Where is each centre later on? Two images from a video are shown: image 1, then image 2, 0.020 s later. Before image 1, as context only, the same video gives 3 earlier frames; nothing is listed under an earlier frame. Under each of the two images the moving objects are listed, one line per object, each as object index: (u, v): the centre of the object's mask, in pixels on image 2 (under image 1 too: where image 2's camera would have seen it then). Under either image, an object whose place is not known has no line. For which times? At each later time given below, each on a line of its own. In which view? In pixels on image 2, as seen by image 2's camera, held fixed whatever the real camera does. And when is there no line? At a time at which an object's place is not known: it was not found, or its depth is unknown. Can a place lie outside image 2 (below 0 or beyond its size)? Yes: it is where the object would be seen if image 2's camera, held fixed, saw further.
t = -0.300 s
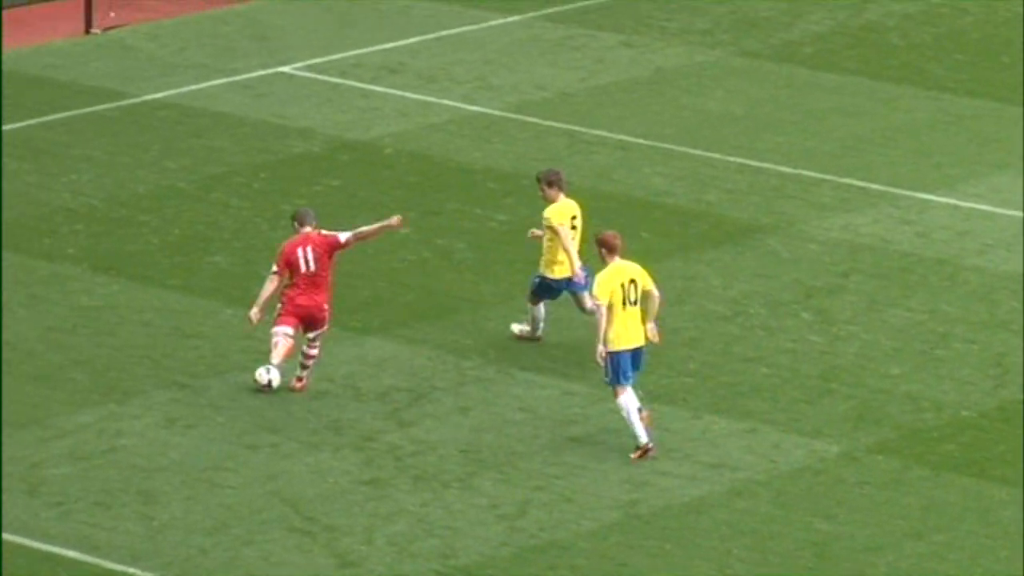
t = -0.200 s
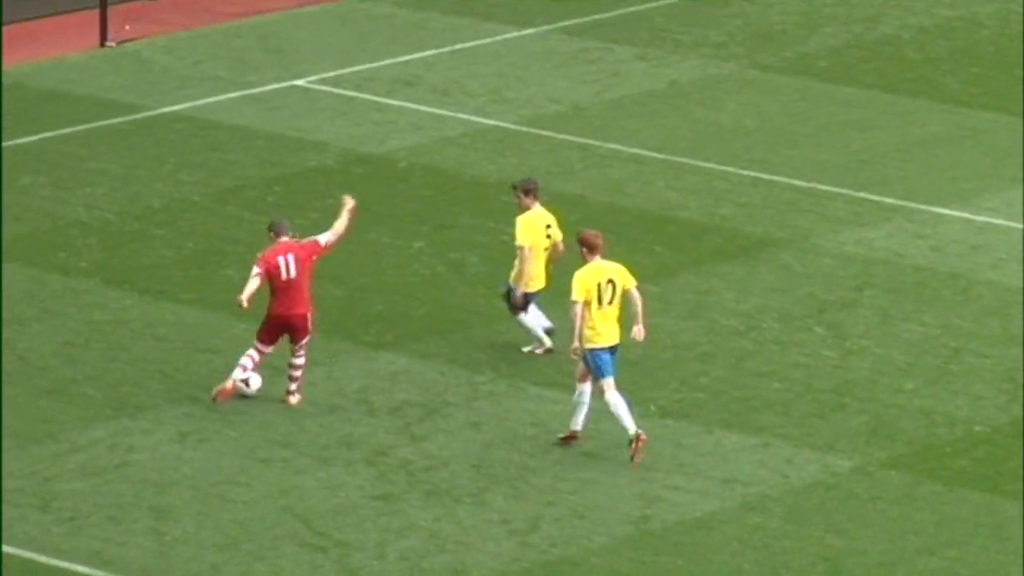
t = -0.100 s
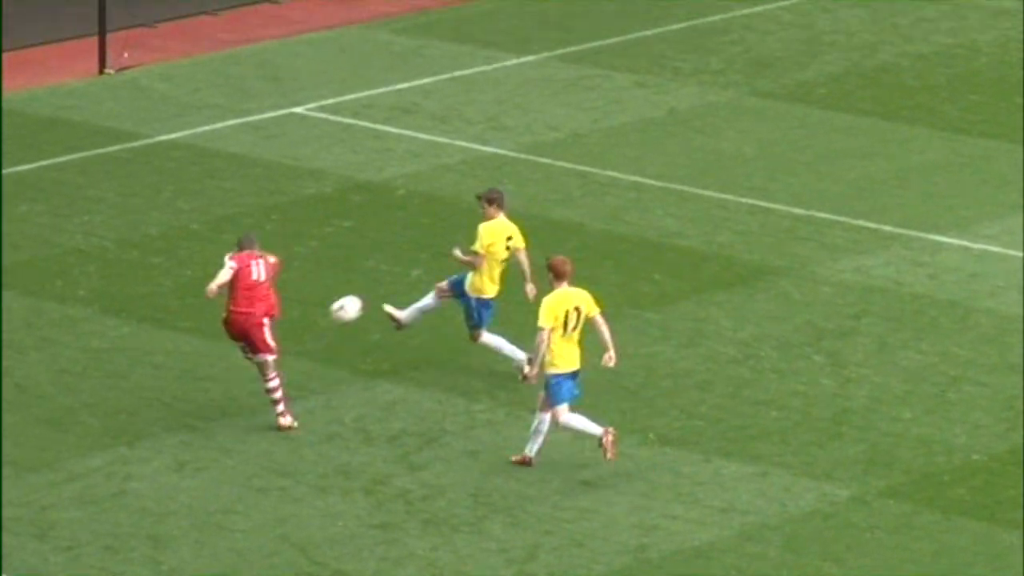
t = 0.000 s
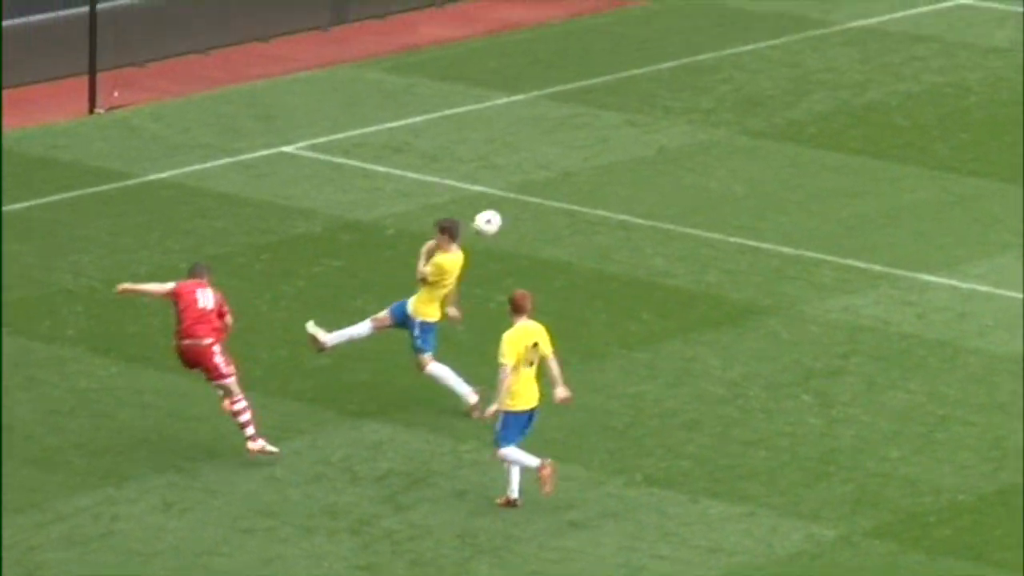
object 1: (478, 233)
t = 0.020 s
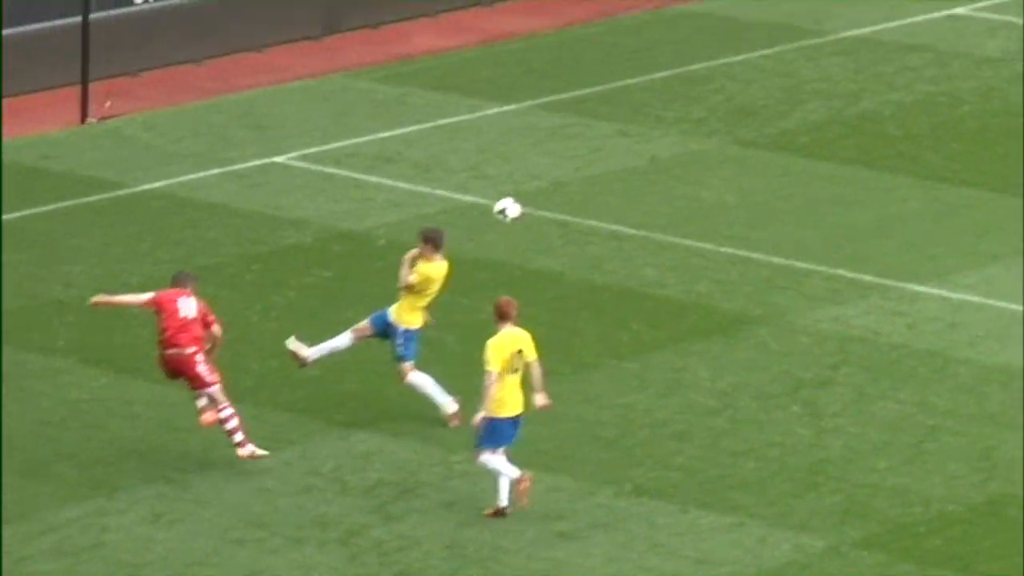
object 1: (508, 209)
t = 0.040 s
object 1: (537, 187)
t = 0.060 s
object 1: (566, 165)
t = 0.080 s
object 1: (595, 144)
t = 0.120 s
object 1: (652, 104)
